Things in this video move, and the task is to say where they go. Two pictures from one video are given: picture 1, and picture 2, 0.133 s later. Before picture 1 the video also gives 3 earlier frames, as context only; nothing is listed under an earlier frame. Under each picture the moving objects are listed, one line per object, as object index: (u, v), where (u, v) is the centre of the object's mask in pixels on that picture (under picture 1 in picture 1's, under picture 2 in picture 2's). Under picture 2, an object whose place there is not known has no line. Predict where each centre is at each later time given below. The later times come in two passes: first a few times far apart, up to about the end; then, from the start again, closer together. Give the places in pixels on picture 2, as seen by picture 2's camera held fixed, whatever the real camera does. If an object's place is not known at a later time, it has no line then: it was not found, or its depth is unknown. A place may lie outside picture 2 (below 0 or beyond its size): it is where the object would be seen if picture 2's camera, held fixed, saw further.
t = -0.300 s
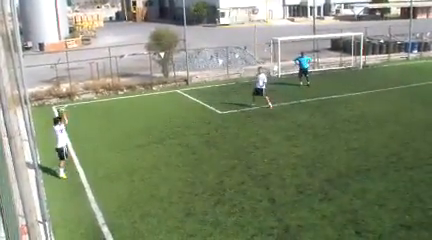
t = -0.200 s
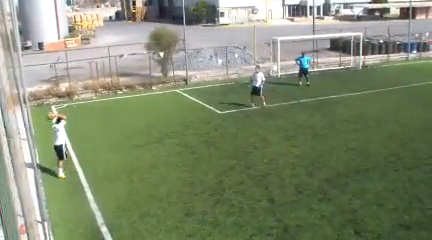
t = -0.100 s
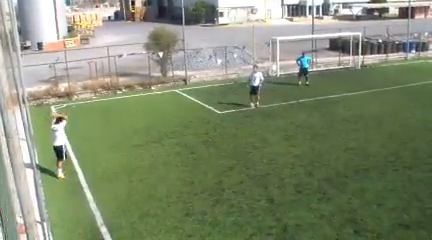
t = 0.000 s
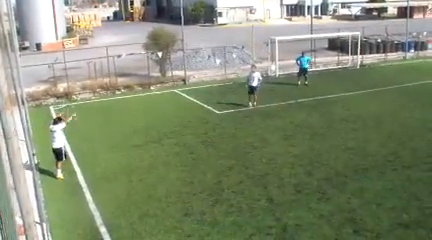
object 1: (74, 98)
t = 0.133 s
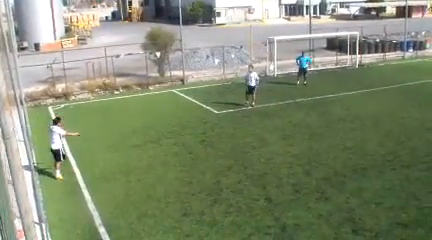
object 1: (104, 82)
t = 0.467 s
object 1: (175, 73)
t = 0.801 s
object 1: (228, 93)
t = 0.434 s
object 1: (169, 73)
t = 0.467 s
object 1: (175, 73)
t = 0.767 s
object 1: (222, 90)
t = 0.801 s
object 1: (228, 93)
